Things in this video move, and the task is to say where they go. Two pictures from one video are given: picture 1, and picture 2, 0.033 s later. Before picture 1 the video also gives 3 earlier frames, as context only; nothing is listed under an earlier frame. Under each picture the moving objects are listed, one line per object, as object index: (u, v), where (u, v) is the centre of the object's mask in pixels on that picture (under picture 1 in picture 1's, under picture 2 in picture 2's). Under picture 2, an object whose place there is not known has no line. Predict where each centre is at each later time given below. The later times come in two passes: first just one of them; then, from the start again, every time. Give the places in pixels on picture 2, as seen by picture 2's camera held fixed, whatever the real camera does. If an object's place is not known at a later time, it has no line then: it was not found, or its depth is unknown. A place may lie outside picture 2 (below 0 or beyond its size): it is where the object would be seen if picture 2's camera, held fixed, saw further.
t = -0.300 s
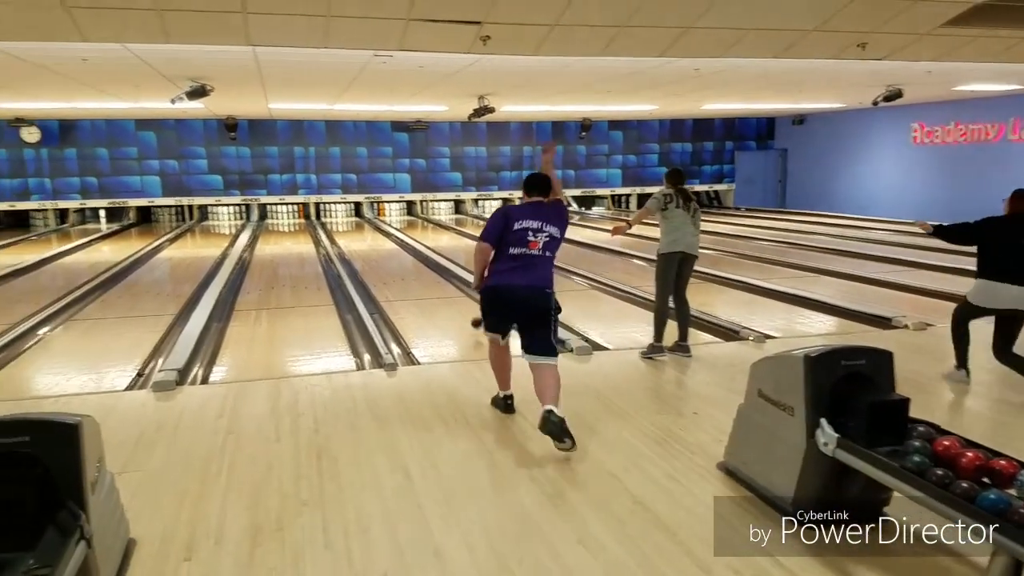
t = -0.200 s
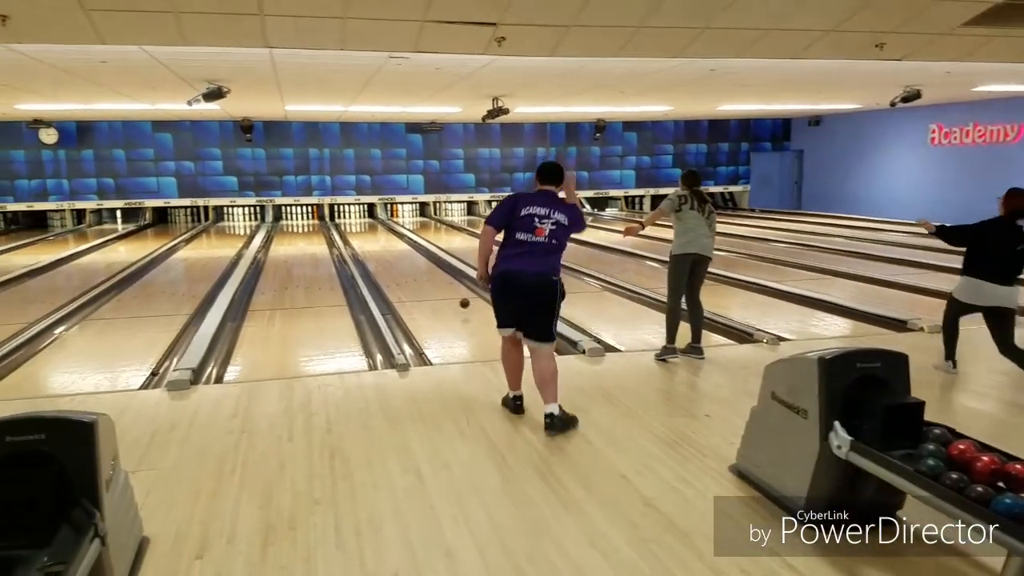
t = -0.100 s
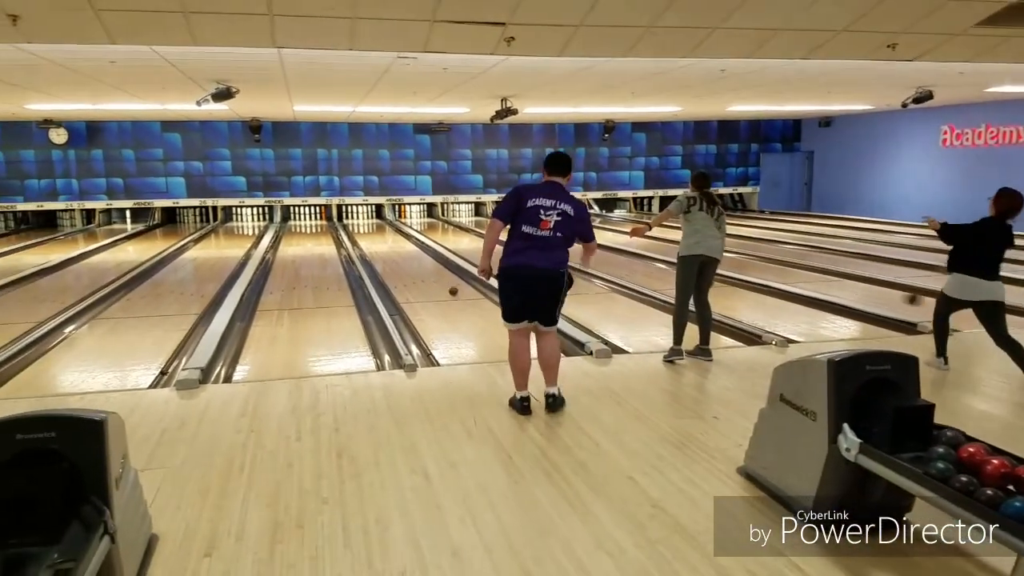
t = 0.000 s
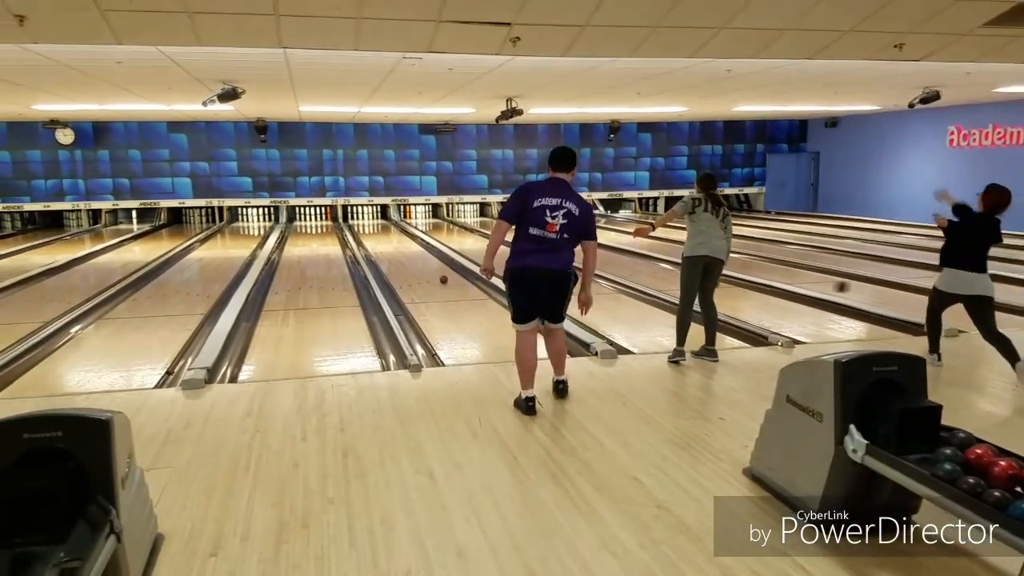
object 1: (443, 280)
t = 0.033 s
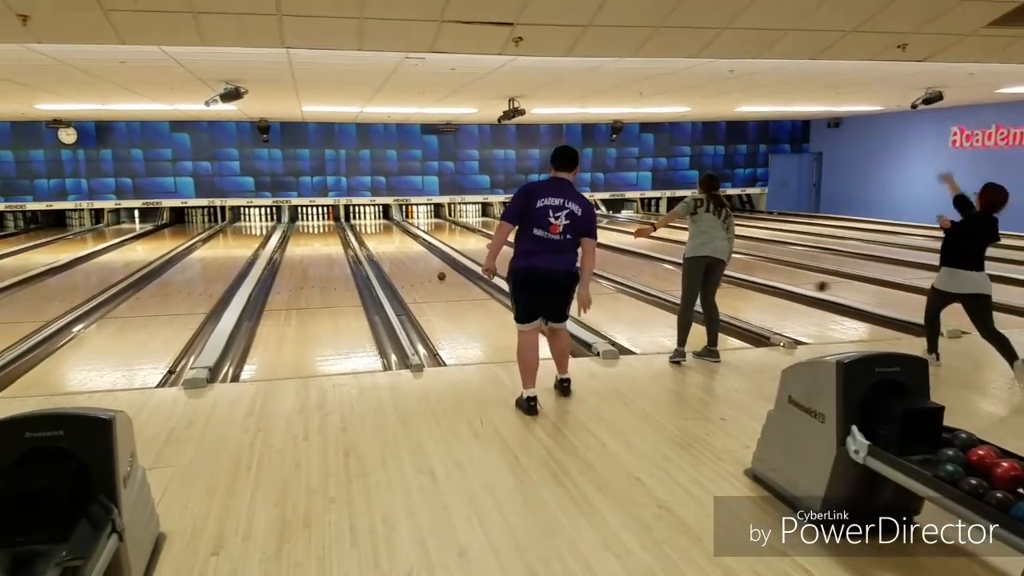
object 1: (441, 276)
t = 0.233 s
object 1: (421, 259)
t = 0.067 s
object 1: (437, 273)
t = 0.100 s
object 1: (434, 270)
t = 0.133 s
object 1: (430, 267)
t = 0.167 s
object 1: (427, 264)
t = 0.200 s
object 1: (424, 261)
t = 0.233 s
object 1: (421, 259)
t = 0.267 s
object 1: (419, 256)
